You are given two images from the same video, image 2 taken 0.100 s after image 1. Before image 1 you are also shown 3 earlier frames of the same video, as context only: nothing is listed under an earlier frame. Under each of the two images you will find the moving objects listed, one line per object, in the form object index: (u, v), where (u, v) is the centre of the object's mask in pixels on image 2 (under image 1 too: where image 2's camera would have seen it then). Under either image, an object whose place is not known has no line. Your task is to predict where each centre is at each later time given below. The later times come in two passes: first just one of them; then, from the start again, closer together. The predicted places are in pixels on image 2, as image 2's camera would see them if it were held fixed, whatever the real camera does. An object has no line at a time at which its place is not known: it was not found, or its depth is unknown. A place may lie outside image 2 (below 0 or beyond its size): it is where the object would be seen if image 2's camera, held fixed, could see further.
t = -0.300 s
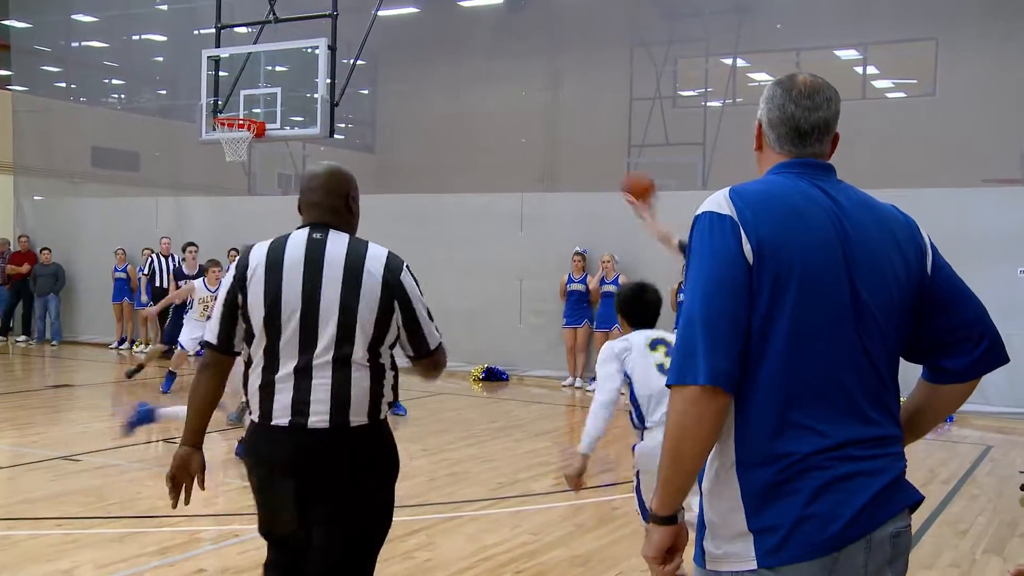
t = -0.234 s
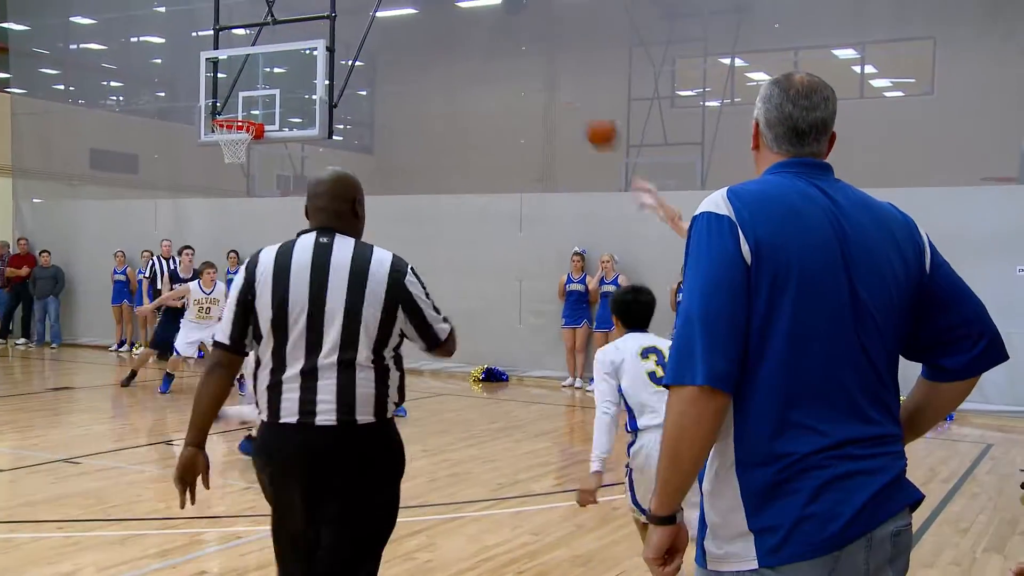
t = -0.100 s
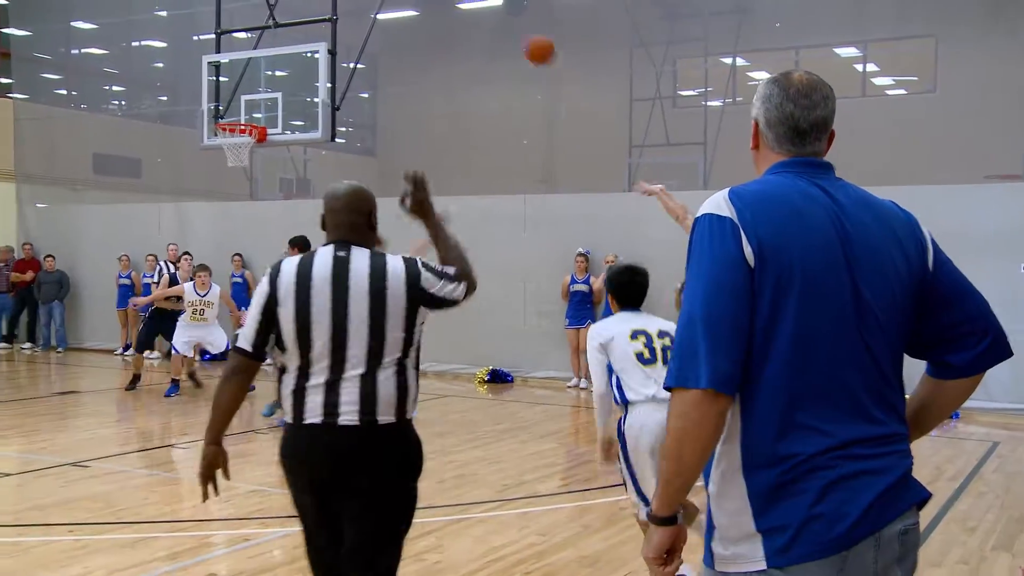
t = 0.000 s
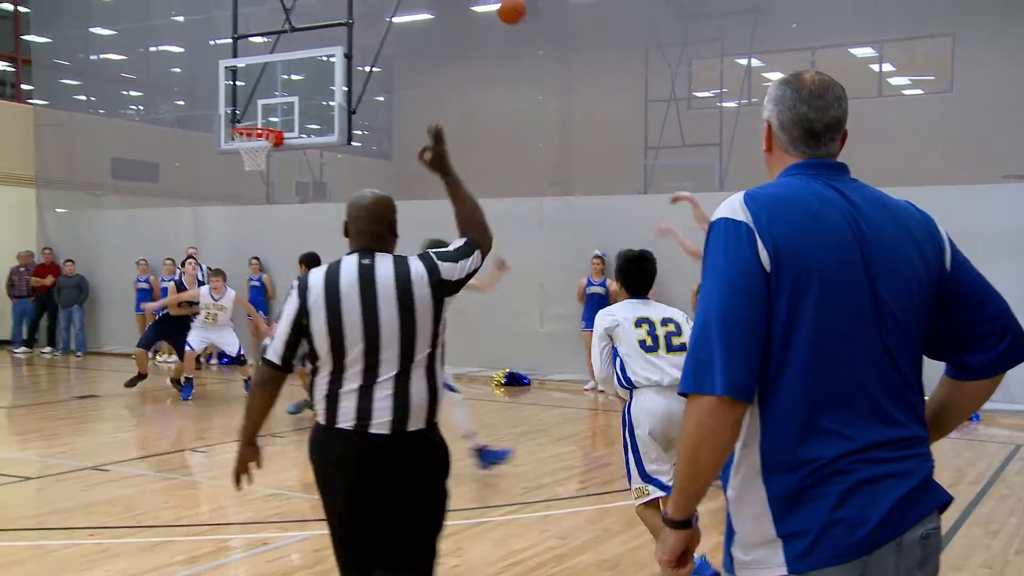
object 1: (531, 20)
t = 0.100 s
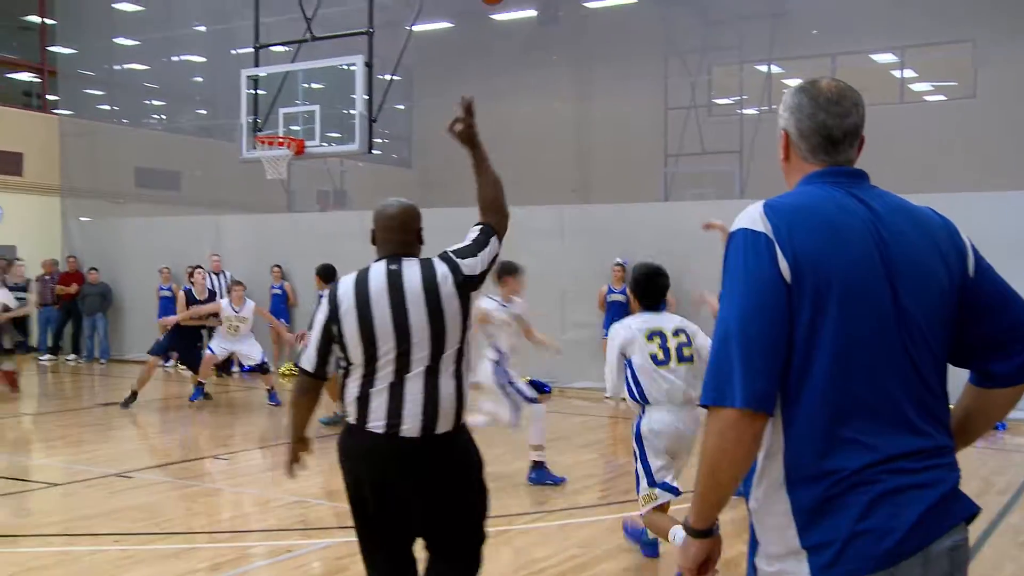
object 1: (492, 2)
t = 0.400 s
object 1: (396, -12)
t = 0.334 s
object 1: (416, -12)
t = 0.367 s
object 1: (406, -12)
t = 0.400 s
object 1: (396, -12)
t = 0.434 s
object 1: (387, -12)
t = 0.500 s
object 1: (369, 1)
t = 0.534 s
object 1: (360, 10)
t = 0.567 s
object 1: (352, 17)
